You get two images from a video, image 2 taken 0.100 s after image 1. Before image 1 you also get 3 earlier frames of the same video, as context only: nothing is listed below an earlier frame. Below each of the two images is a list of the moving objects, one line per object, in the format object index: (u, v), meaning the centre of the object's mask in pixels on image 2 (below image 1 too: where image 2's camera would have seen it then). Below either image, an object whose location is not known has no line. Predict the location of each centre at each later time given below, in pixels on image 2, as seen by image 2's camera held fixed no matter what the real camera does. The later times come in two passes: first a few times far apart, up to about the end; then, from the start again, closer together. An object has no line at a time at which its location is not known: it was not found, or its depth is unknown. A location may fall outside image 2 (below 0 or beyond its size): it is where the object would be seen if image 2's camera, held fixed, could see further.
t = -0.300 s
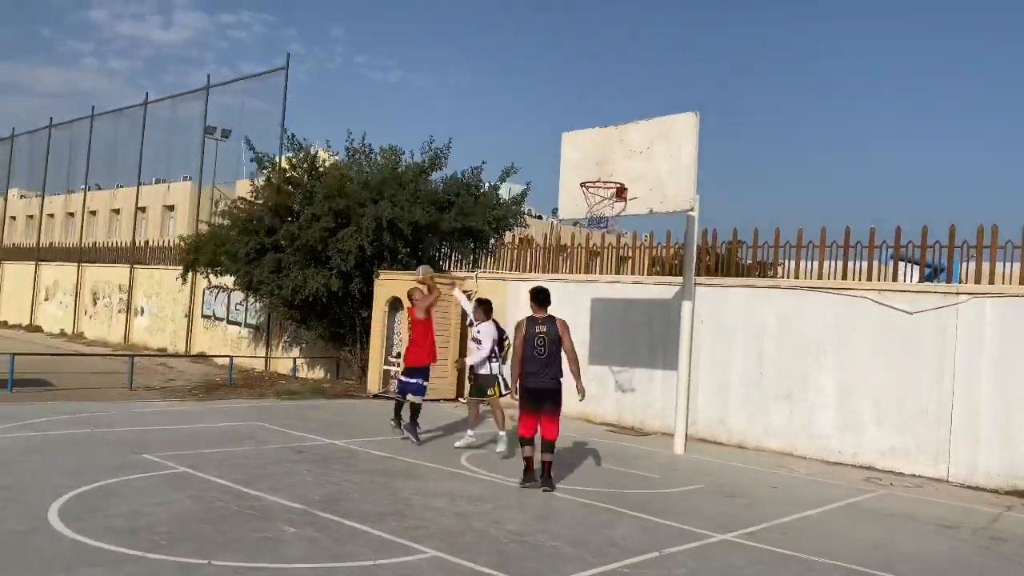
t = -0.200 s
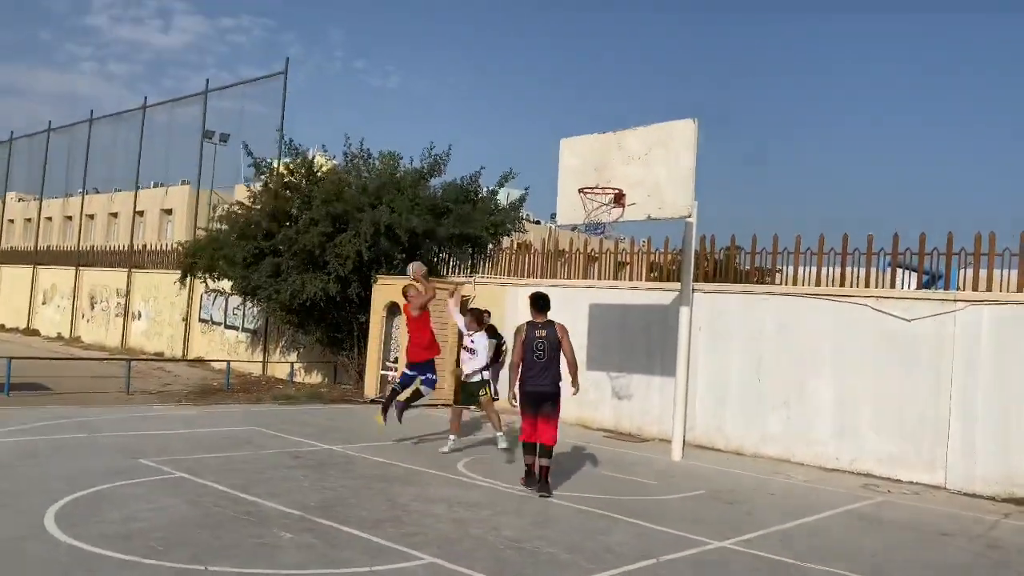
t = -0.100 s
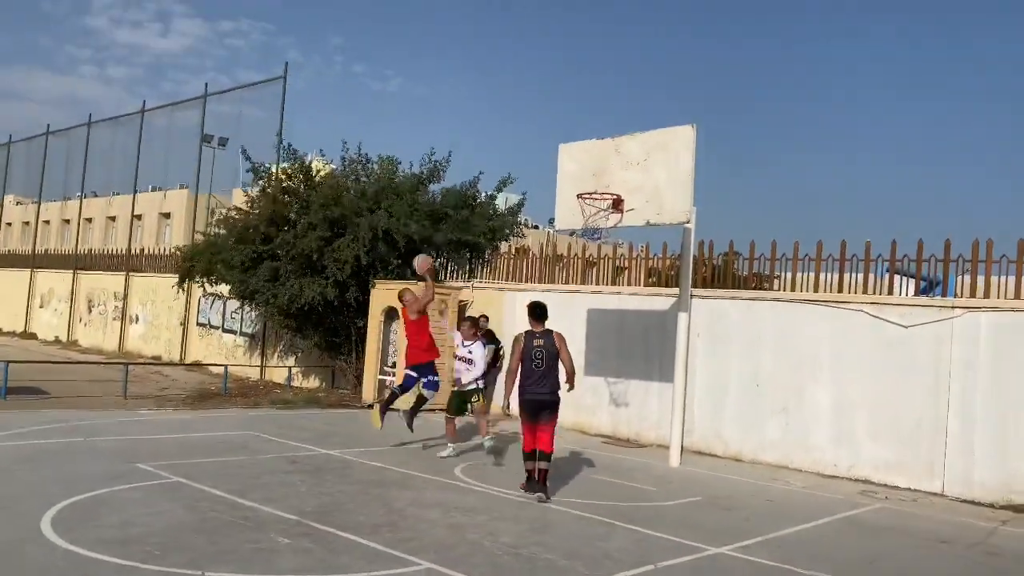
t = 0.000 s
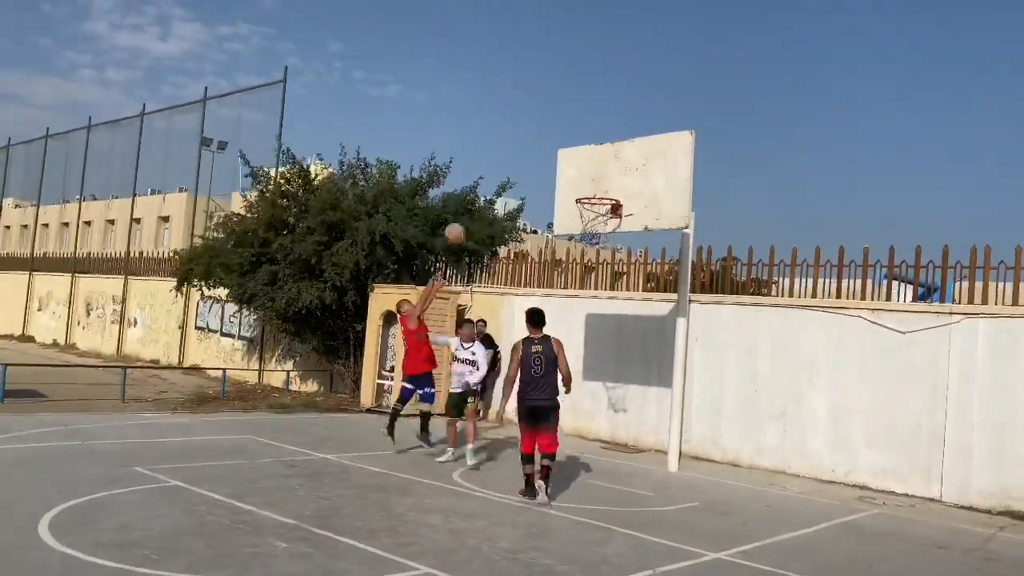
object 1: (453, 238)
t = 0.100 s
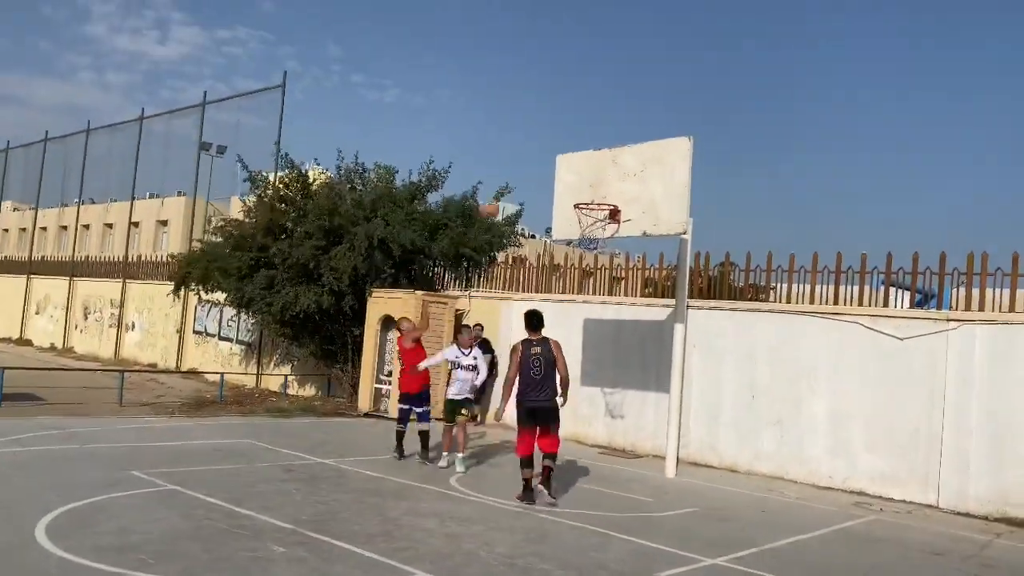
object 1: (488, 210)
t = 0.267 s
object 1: (548, 178)
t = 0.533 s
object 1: (588, 178)
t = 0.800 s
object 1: (596, 175)
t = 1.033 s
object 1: (599, 187)
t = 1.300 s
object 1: (594, 207)
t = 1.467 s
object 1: (589, 233)
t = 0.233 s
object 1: (537, 183)
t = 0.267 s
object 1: (548, 178)
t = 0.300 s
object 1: (560, 176)
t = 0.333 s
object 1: (572, 173)
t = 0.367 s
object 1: (582, 171)
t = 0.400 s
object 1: (583, 170)
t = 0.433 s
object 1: (585, 171)
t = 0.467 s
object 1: (586, 172)
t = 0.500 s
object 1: (587, 175)
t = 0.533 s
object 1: (588, 178)
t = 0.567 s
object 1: (590, 182)
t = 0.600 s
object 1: (591, 188)
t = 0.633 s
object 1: (592, 194)
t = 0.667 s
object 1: (593, 190)
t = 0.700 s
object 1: (594, 184)
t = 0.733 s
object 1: (595, 180)
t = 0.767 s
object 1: (595, 177)
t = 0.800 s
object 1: (596, 175)
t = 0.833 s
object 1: (597, 174)
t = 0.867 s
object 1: (597, 174)
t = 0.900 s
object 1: (598, 175)
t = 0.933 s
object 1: (598, 176)
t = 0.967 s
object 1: (599, 179)
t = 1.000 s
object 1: (599, 182)
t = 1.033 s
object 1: (599, 187)
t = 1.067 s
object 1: (599, 193)
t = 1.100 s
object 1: (599, 194)
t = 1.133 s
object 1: (598, 193)
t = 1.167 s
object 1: (598, 194)
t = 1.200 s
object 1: (596, 196)
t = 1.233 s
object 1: (596, 197)
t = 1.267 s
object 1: (596, 202)
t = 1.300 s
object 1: (594, 207)
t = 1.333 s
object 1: (592, 212)
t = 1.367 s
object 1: (591, 219)
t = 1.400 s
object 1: (590, 225)
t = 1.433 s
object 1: (589, 230)
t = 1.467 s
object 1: (589, 233)
